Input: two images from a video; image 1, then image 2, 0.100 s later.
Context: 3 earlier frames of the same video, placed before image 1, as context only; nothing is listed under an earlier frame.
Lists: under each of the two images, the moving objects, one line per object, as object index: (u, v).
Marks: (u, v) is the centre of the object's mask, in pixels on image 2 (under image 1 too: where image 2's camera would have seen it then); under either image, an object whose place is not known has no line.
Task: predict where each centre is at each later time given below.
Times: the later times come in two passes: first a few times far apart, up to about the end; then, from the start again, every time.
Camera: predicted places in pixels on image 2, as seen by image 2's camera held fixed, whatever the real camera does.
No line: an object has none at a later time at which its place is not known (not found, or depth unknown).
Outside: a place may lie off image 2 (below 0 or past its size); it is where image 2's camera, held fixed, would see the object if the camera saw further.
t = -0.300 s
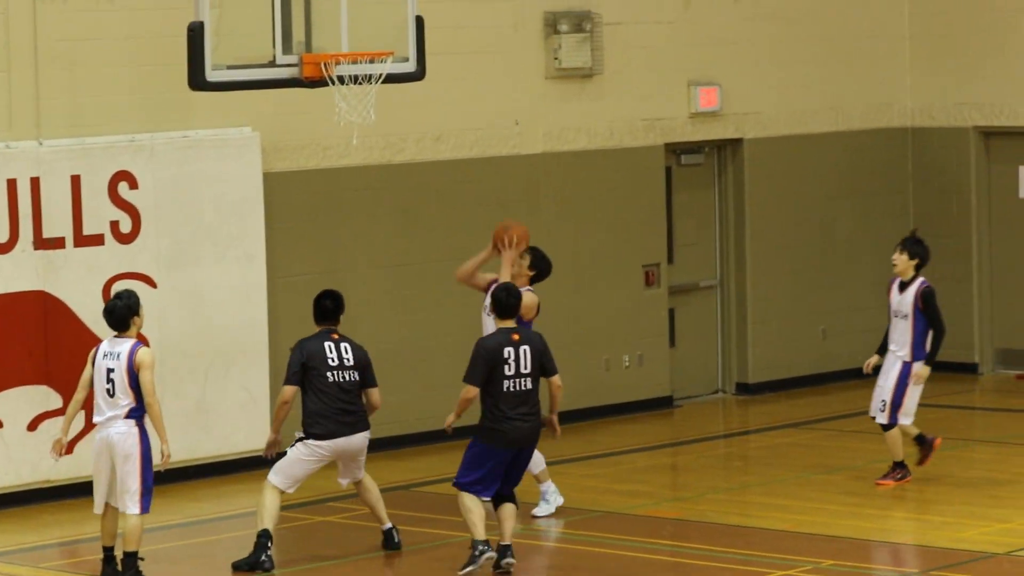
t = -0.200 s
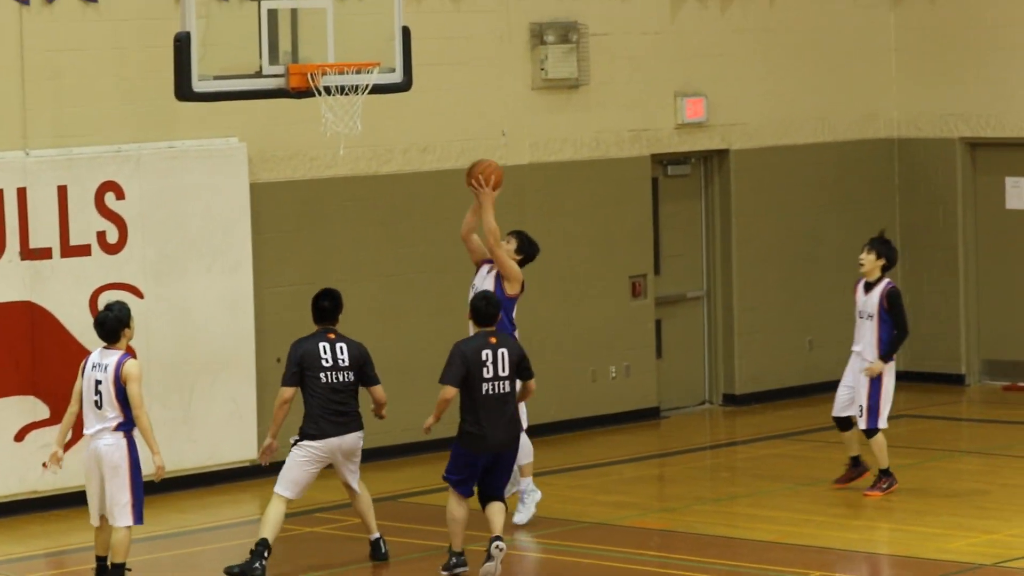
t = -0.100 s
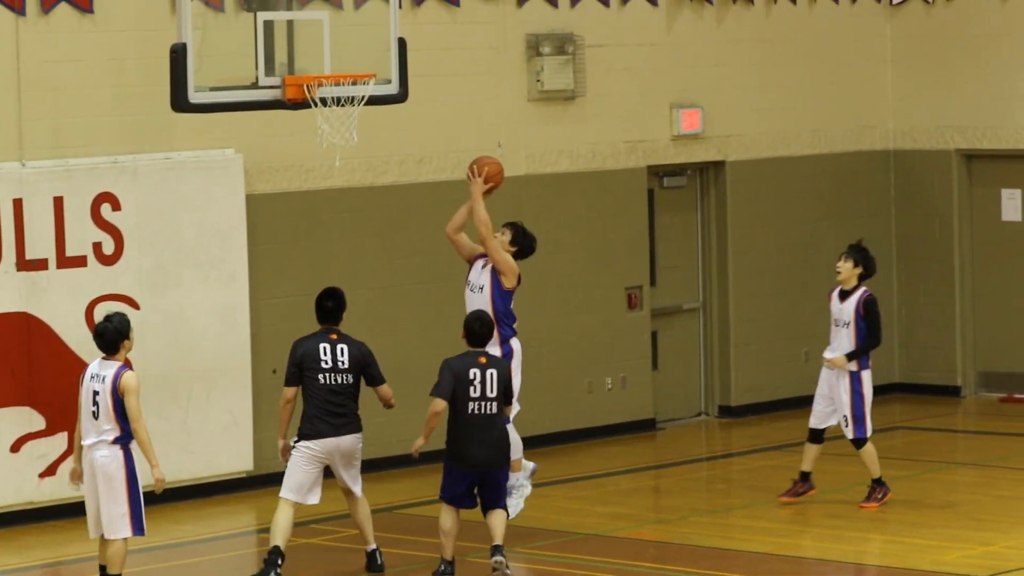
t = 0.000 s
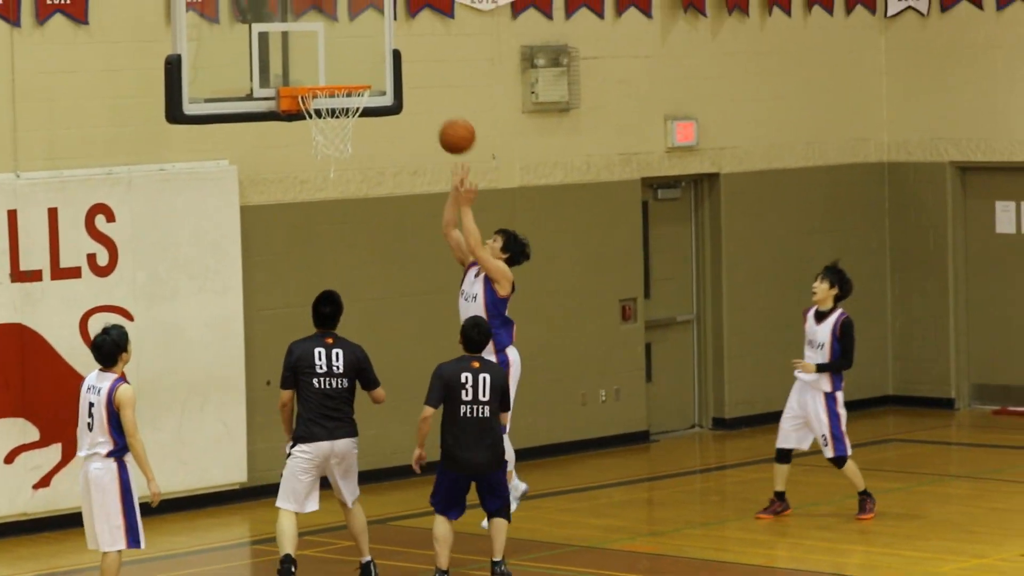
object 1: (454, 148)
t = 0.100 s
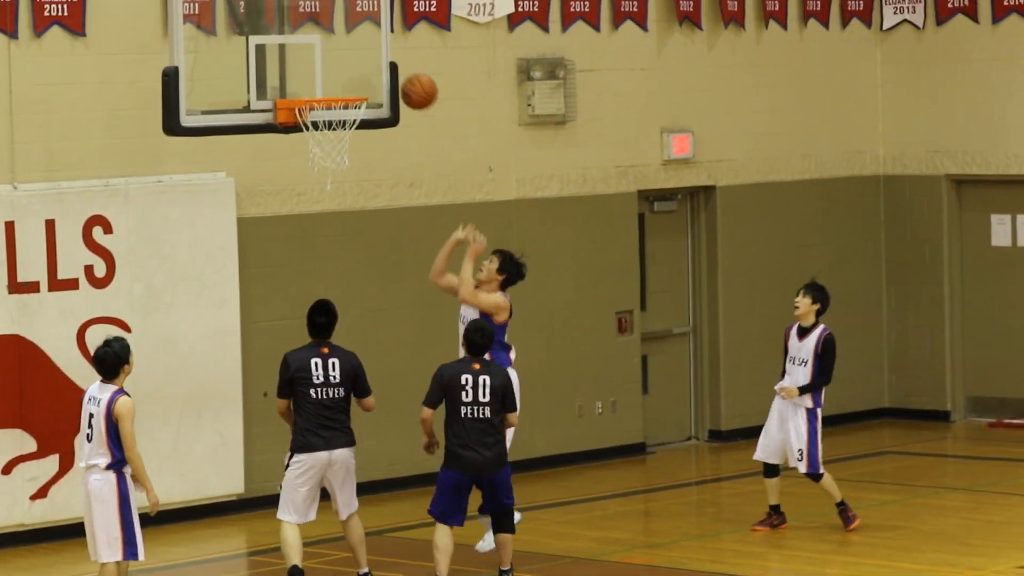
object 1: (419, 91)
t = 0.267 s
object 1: (361, 28)
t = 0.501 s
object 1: (332, 27)
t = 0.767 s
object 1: (337, 120)
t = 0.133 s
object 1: (408, 75)
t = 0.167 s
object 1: (396, 61)
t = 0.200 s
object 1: (384, 49)
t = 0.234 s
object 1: (372, 37)
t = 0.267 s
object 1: (361, 28)
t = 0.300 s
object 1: (352, 21)
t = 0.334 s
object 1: (347, 18)
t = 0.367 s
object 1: (345, 16)
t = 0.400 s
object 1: (340, 16)
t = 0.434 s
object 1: (338, 17)
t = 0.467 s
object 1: (336, 22)
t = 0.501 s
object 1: (332, 27)
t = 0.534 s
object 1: (329, 34)
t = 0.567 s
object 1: (326, 44)
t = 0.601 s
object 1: (323, 54)
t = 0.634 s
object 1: (320, 67)
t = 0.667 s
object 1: (318, 81)
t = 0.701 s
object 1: (316, 94)
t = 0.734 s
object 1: (326, 108)
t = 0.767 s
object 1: (337, 120)
